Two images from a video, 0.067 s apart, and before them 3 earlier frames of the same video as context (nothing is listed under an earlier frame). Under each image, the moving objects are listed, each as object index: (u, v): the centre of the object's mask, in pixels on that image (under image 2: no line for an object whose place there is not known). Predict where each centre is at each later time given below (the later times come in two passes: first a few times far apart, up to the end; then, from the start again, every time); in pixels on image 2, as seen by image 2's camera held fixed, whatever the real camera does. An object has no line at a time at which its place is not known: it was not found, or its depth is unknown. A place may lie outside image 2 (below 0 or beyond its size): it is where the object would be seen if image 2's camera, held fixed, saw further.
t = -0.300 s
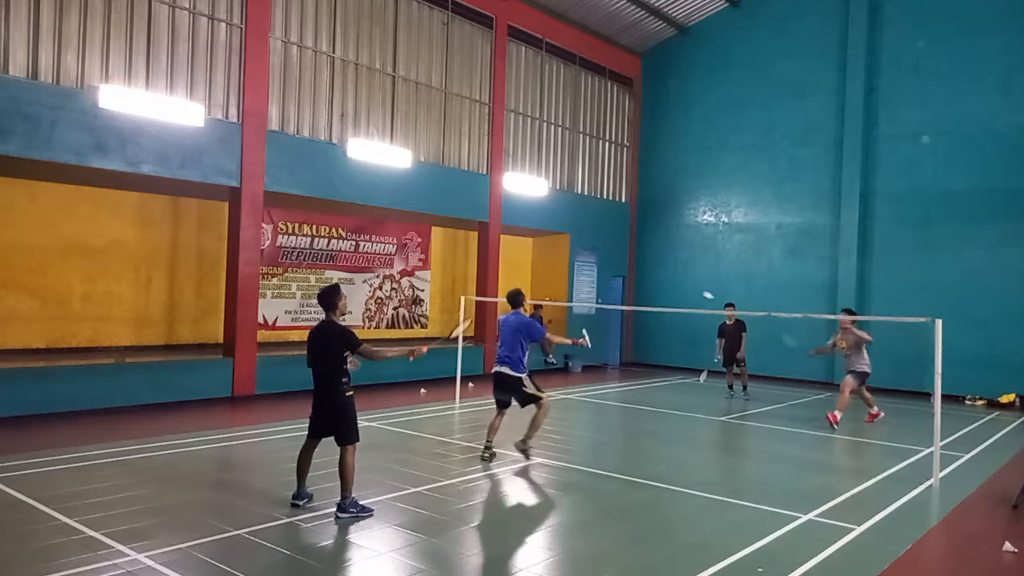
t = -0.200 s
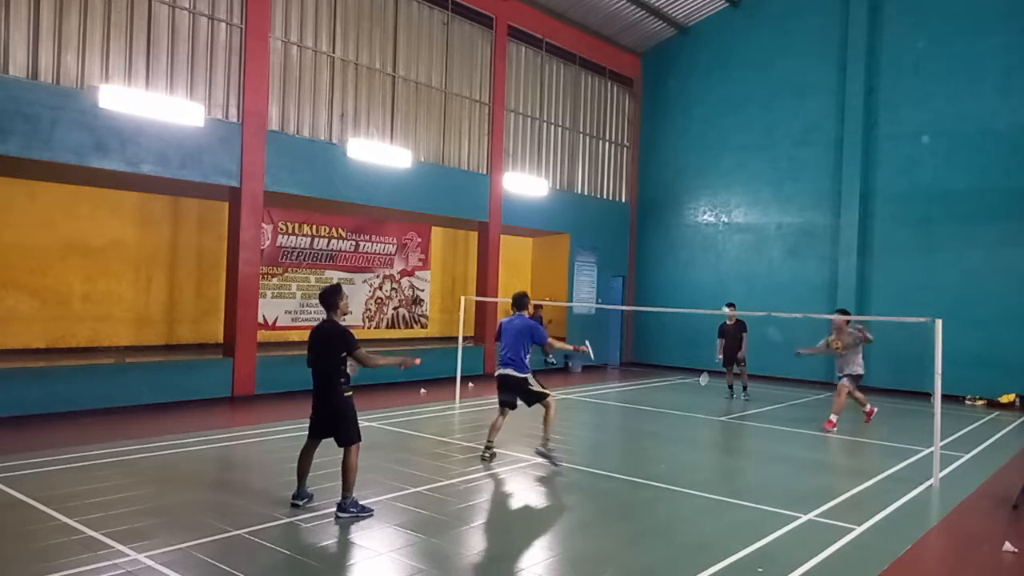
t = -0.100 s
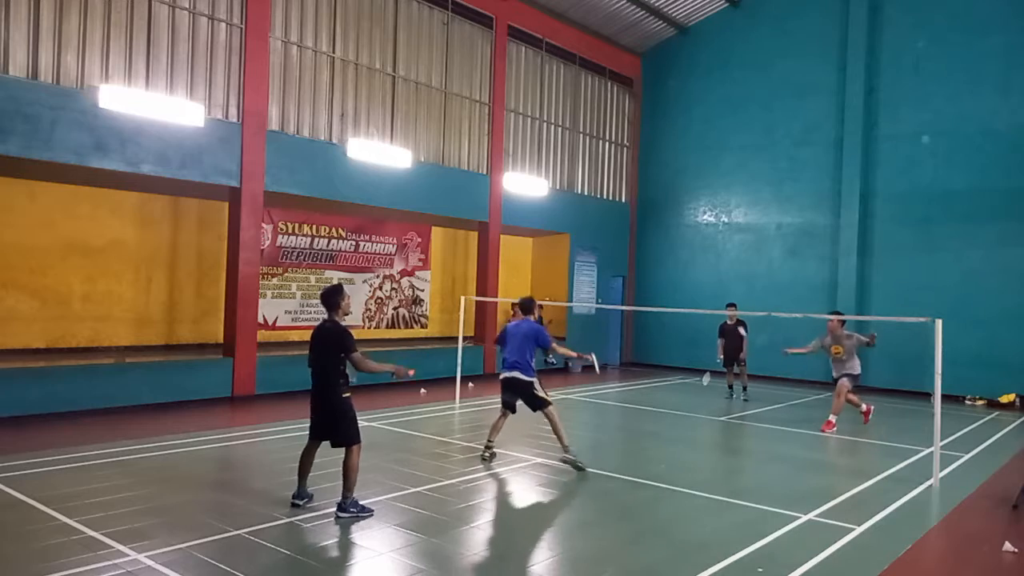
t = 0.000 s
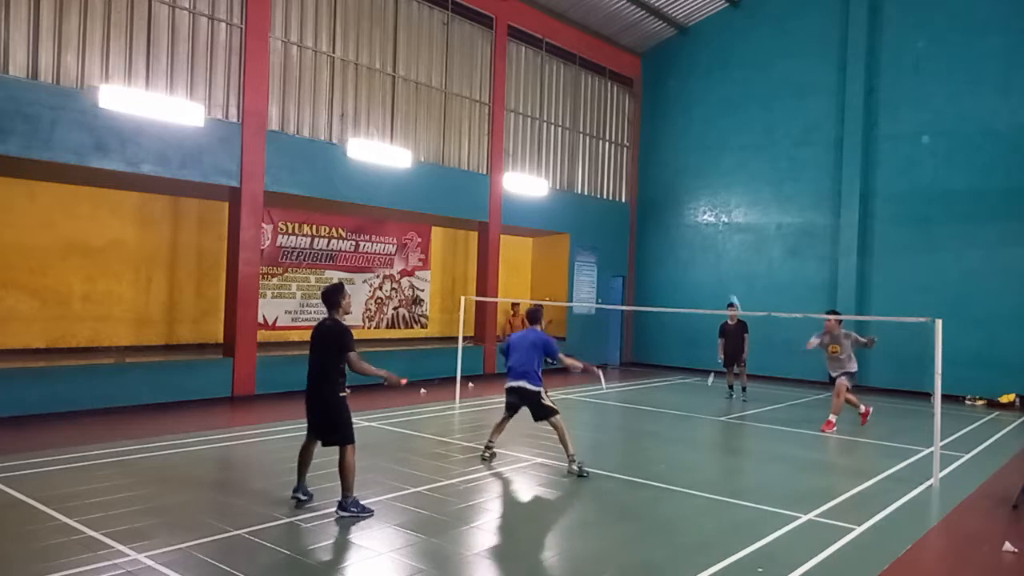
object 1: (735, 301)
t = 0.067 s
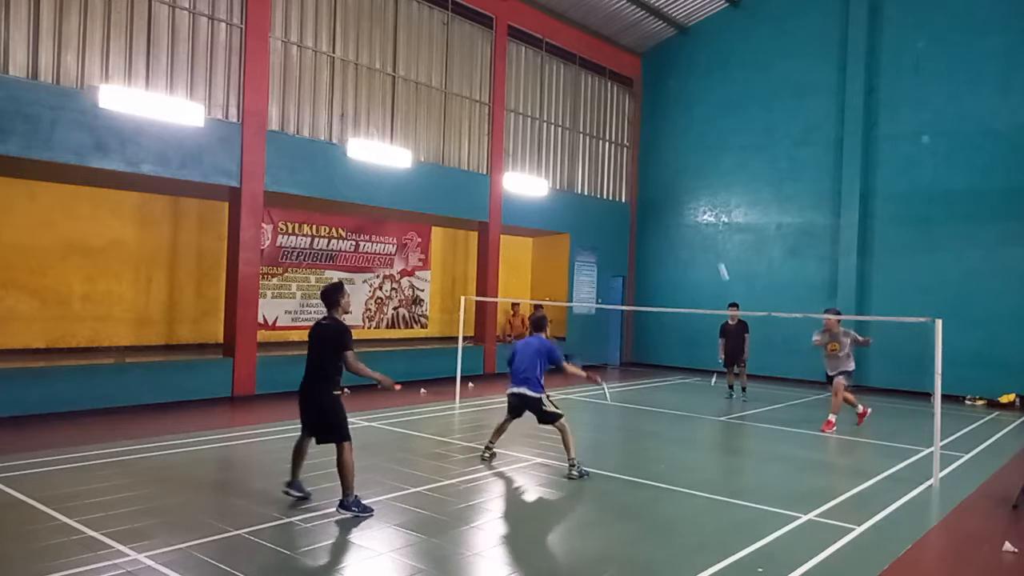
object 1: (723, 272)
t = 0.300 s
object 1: (680, 189)
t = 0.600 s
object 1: (616, 177)
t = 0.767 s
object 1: (571, 231)
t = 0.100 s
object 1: (717, 256)
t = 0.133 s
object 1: (711, 242)
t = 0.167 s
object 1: (704, 229)
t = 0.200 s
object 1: (698, 217)
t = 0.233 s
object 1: (692, 207)
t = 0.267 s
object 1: (686, 197)
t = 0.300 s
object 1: (680, 189)
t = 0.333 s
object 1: (674, 182)
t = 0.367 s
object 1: (667, 177)
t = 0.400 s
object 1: (660, 173)
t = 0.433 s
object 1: (653, 169)
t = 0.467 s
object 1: (646, 167)
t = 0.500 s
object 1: (639, 167)
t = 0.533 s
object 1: (632, 169)
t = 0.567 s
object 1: (624, 172)
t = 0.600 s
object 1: (616, 177)
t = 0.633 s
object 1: (607, 184)
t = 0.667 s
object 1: (598, 192)
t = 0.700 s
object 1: (589, 202)
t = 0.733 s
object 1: (580, 216)
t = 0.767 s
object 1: (571, 231)
